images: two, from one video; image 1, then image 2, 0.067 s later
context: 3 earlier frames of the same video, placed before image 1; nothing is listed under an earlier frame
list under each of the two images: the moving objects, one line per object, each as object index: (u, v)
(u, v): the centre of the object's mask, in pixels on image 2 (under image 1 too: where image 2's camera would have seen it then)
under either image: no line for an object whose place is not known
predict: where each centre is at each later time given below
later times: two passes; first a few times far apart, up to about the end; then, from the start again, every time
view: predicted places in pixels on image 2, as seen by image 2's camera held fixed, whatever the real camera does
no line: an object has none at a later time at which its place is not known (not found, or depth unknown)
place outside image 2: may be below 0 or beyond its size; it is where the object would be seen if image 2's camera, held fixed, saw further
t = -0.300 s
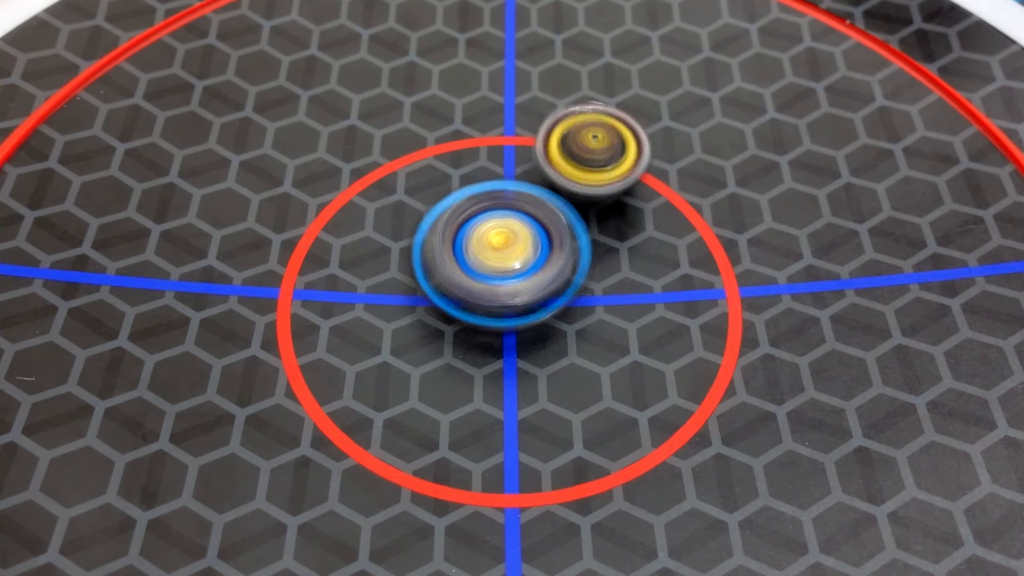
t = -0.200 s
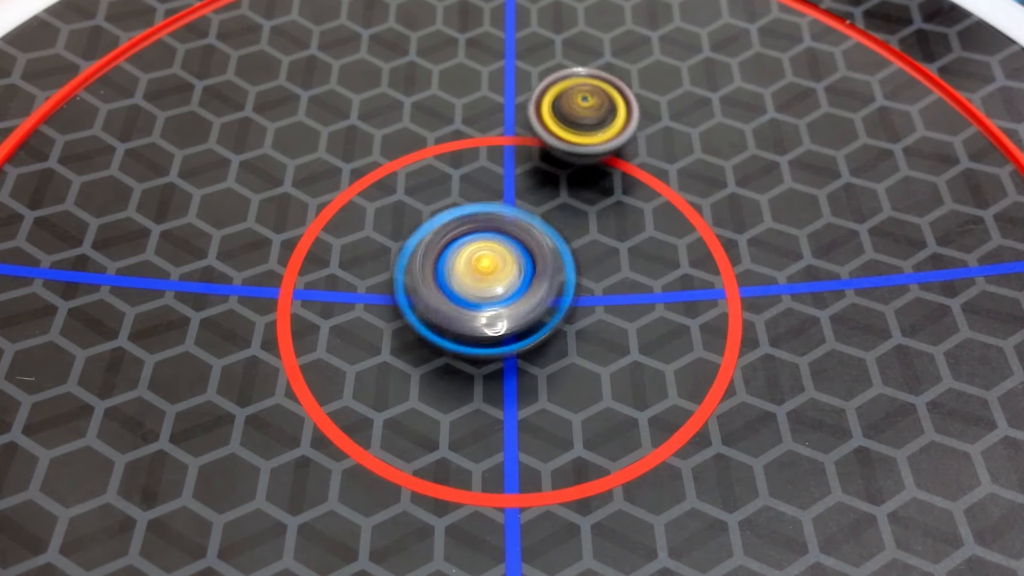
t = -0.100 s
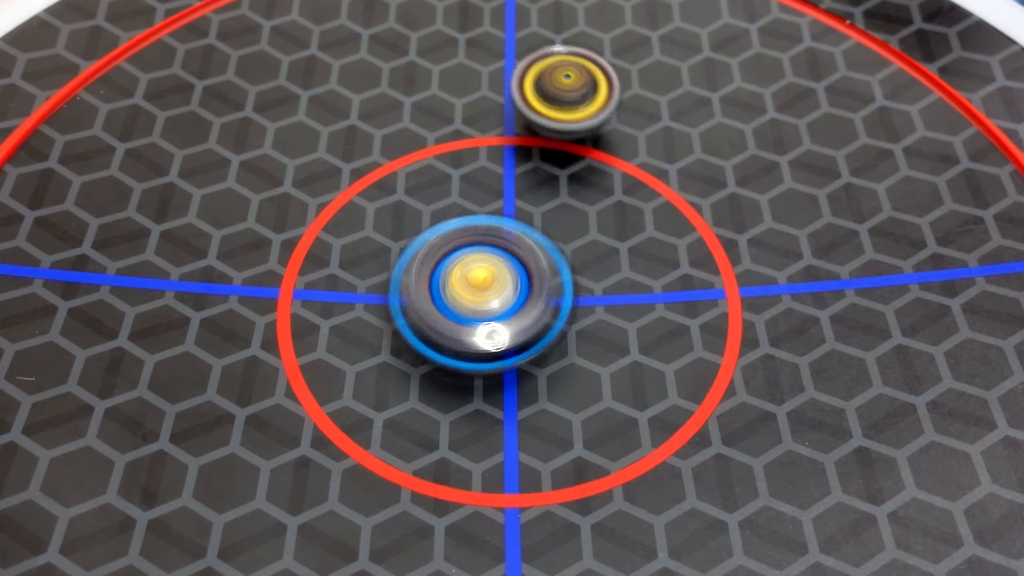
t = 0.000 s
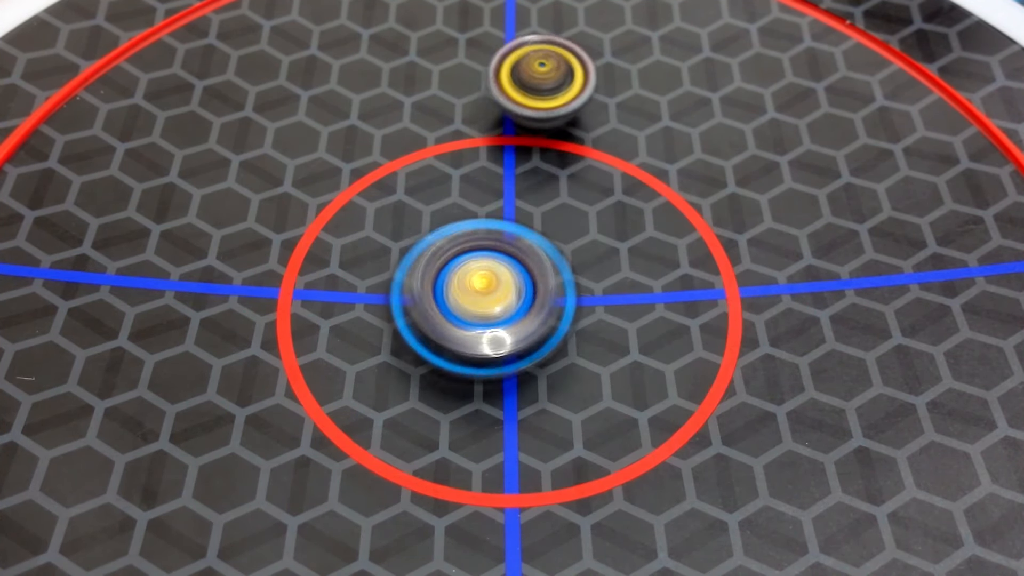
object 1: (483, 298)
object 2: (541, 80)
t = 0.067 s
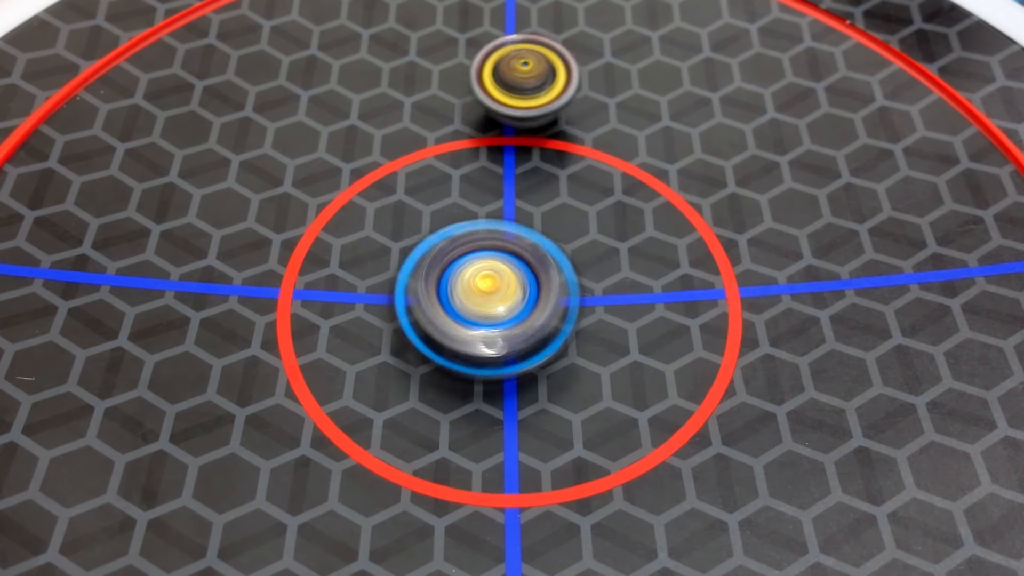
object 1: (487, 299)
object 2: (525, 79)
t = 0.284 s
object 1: (503, 291)
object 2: (491, 113)
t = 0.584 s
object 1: (544, 319)
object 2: (447, 130)
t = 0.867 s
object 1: (556, 320)
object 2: (389, 166)
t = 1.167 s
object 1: (565, 306)
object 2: (388, 225)
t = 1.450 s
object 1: (567, 296)
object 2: (409, 243)
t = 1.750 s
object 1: (574, 296)
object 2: (362, 208)
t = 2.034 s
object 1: (546, 285)
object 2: (390, 216)
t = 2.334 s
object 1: (551, 280)
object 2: (395, 224)
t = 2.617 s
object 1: (575, 273)
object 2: (352, 215)
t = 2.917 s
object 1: (562, 270)
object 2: (393, 226)
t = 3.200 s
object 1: (568, 276)
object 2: (362, 193)
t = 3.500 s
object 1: (566, 286)
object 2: (382, 185)
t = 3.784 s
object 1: (599, 302)
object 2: (282, 120)
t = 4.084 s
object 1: (568, 295)
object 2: (297, 114)
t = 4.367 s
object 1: (539, 290)
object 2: (391, 147)
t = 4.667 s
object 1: (536, 305)
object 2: (502, 134)
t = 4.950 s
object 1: (530, 298)
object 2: (567, 100)
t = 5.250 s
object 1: (523, 285)
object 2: (632, 106)
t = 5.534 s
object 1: (524, 278)
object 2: (667, 147)
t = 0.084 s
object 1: (489, 299)
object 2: (520, 80)
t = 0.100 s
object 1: (489, 298)
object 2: (517, 82)
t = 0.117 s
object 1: (492, 298)
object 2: (514, 84)
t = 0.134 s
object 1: (492, 297)
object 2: (510, 85)
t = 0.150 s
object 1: (494, 296)
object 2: (507, 87)
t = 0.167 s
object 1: (495, 296)
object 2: (505, 89)
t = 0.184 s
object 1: (496, 295)
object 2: (502, 92)
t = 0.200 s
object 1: (497, 295)
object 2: (499, 94)
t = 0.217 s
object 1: (498, 294)
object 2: (497, 97)
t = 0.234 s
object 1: (500, 293)
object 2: (496, 101)
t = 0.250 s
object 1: (501, 292)
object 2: (494, 104)
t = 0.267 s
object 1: (502, 292)
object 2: (492, 109)
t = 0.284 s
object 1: (503, 291)
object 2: (491, 113)
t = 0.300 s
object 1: (505, 290)
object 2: (490, 118)
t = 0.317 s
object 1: (505, 289)
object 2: (489, 122)
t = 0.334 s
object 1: (507, 288)
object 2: (488, 127)
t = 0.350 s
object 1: (508, 288)
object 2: (488, 132)
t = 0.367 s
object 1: (509, 286)
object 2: (487, 137)
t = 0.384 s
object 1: (510, 286)
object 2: (487, 142)
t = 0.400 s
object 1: (510, 285)
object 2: (487, 148)
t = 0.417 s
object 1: (512, 284)
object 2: (487, 154)
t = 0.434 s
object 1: (512, 285)
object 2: (488, 157)
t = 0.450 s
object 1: (514, 287)
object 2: (489, 158)
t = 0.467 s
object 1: (516, 291)
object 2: (486, 155)
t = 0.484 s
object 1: (521, 296)
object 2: (481, 149)
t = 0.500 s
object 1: (525, 302)
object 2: (475, 145)
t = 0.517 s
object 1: (530, 306)
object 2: (470, 140)
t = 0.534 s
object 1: (533, 310)
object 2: (464, 137)
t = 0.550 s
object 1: (538, 313)
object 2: (458, 134)
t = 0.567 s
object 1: (540, 317)
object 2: (452, 131)
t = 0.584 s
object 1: (544, 319)
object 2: (447, 130)
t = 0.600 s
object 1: (546, 322)
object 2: (442, 128)
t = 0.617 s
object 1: (548, 324)
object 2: (438, 127)
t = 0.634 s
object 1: (550, 326)
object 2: (433, 127)
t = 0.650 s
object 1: (551, 327)
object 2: (429, 127)
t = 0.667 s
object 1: (553, 328)
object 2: (425, 128)
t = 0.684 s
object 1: (554, 328)
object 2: (421, 128)
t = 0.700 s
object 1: (555, 329)
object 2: (417, 130)
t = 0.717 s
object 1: (555, 328)
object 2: (413, 132)
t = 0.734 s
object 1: (556, 329)
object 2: (410, 134)
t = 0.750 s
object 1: (556, 327)
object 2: (406, 137)
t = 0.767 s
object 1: (557, 328)
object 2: (403, 140)
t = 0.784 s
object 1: (556, 326)
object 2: (399, 144)
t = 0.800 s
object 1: (557, 326)
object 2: (397, 147)
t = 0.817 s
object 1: (556, 324)
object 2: (394, 152)
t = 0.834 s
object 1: (556, 323)
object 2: (392, 156)
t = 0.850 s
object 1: (556, 322)
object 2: (390, 161)
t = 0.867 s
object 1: (556, 320)
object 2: (389, 166)
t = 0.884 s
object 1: (555, 319)
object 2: (389, 171)
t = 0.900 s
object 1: (555, 317)
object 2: (389, 175)
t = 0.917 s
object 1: (553, 315)
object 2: (389, 181)
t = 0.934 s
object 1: (553, 313)
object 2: (390, 186)
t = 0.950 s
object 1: (552, 313)
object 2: (392, 190)
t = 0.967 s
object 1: (551, 310)
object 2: (393, 194)
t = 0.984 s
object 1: (550, 309)
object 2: (395, 199)
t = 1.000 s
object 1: (549, 307)
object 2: (398, 204)
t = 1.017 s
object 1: (548, 306)
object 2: (401, 210)
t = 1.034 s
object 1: (547, 304)
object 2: (404, 215)
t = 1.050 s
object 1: (546, 303)
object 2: (409, 220)
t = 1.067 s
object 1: (546, 301)
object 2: (413, 224)
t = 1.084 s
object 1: (548, 301)
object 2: (413, 225)
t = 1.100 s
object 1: (552, 302)
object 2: (407, 224)
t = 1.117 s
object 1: (556, 304)
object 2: (402, 225)
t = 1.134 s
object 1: (559, 304)
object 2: (397, 225)
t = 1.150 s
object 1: (563, 306)
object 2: (392, 225)
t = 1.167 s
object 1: (565, 306)
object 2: (388, 225)
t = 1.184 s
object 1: (568, 307)
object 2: (385, 225)
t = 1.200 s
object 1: (570, 307)
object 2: (383, 226)
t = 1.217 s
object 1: (571, 307)
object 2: (381, 226)
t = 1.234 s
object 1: (573, 306)
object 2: (380, 226)
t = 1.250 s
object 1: (574, 306)
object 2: (379, 227)
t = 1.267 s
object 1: (574, 305)
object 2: (378, 228)
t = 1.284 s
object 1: (575, 304)
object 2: (379, 229)
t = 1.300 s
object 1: (574, 304)
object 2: (379, 230)
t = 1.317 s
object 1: (574, 303)
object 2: (381, 231)
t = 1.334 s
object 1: (573, 302)
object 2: (383, 232)
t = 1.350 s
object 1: (573, 301)
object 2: (385, 234)
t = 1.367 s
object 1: (572, 301)
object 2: (389, 235)
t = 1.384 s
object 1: (571, 300)
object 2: (392, 236)
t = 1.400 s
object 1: (570, 299)
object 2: (396, 238)
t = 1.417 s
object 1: (569, 298)
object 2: (399, 240)
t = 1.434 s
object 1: (568, 297)
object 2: (404, 241)
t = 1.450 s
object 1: (567, 296)
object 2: (409, 243)
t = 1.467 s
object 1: (566, 296)
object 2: (414, 244)
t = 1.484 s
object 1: (567, 296)
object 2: (414, 244)
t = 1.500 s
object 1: (570, 297)
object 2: (410, 241)
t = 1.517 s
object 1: (573, 298)
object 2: (406, 238)
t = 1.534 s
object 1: (574, 299)
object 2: (402, 236)
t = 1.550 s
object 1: (577, 299)
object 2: (398, 233)
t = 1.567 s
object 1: (577, 299)
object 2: (395, 231)
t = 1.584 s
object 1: (579, 299)
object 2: (391, 228)
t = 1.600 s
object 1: (578, 299)
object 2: (387, 226)
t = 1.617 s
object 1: (579, 299)
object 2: (384, 223)
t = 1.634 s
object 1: (579, 299)
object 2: (380, 221)
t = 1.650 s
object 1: (579, 299)
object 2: (377, 218)
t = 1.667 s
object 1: (578, 299)
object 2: (374, 216)
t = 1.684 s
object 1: (579, 298)
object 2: (371, 214)
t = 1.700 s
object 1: (577, 298)
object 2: (368, 213)
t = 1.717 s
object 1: (577, 297)
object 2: (366, 211)
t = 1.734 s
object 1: (575, 297)
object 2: (364, 209)
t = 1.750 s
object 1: (574, 296)
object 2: (362, 208)
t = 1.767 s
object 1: (573, 296)
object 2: (361, 207)
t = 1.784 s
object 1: (571, 294)
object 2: (359, 206)
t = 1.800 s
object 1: (570, 294)
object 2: (358, 205)
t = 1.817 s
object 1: (568, 293)
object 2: (357, 205)
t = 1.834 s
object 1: (566, 293)
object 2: (357, 204)
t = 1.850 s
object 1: (565, 292)
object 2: (357, 204)
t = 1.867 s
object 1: (563, 291)
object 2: (358, 204)
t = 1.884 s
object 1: (562, 290)
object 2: (360, 205)
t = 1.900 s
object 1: (559, 289)
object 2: (362, 205)
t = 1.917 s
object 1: (558, 288)
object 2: (363, 206)
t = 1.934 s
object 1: (556, 288)
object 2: (366, 207)
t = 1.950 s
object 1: (555, 287)
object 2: (369, 208)
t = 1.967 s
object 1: (553, 287)
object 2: (373, 209)
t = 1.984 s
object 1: (551, 286)
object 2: (377, 210)
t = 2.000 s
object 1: (549, 286)
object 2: (381, 212)
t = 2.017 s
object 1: (548, 285)
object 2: (386, 215)
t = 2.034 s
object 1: (546, 285)
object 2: (390, 216)
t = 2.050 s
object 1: (545, 284)
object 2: (395, 218)
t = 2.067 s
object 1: (544, 285)
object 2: (399, 219)
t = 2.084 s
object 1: (547, 283)
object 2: (398, 219)
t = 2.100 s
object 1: (548, 284)
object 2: (395, 219)
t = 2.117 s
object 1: (549, 284)
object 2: (394, 219)
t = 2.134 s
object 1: (550, 285)
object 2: (391, 219)
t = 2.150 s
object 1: (551, 284)
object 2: (389, 218)
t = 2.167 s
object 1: (552, 285)
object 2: (388, 219)
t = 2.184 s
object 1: (553, 284)
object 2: (387, 218)
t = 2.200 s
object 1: (553, 285)
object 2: (386, 218)
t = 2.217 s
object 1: (554, 284)
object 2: (385, 218)
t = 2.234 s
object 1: (553, 284)
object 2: (386, 219)
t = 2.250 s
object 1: (554, 283)
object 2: (386, 219)
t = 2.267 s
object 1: (553, 282)
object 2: (387, 220)
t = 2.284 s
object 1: (553, 282)
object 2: (388, 221)
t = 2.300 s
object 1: (552, 282)
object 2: (390, 222)
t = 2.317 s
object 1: (552, 281)
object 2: (392, 223)
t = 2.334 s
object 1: (551, 280)
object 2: (395, 224)
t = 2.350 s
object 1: (551, 280)
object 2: (399, 225)
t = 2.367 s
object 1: (550, 280)
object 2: (401, 226)
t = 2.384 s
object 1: (551, 279)
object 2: (403, 226)
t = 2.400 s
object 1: (553, 279)
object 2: (401, 225)
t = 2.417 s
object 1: (558, 279)
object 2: (394, 225)
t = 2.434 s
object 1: (561, 278)
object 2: (388, 225)
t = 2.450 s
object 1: (564, 278)
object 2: (383, 223)
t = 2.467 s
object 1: (567, 277)
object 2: (378, 222)
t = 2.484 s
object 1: (569, 277)
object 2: (373, 221)
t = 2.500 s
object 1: (571, 276)
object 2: (370, 220)
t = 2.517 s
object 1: (572, 276)
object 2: (365, 219)
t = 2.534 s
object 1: (573, 275)
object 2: (363, 218)
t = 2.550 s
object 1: (574, 275)
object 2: (359, 218)
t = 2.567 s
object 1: (574, 274)
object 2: (356, 216)
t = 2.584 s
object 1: (575, 274)
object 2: (354, 216)
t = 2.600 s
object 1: (575, 273)
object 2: (352, 216)
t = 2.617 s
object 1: (575, 273)
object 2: (352, 215)
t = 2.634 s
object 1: (575, 272)
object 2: (351, 215)
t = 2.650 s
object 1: (574, 272)
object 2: (351, 215)
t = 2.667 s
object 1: (574, 271)
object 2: (351, 215)
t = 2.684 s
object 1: (572, 271)
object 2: (352, 216)
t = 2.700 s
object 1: (572, 270)
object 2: (354, 216)
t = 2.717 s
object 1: (570, 270)
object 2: (356, 217)
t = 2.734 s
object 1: (569, 269)
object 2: (359, 218)
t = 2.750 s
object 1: (567, 270)
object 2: (362, 219)
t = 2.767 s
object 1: (567, 269)
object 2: (366, 220)
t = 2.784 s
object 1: (565, 268)
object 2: (370, 222)
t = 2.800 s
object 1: (564, 268)
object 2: (374, 223)
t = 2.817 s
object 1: (562, 268)
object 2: (380, 224)
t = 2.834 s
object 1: (561, 268)
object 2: (385, 226)
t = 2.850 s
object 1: (558, 267)
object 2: (390, 227)
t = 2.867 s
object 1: (558, 268)
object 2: (396, 229)
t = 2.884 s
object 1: (556, 268)
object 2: (400, 230)
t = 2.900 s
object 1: (560, 269)
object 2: (399, 228)
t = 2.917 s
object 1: (562, 270)
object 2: (393, 226)
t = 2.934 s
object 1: (565, 271)
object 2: (390, 224)
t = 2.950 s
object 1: (567, 272)
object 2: (386, 221)
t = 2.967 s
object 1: (569, 273)
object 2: (382, 219)
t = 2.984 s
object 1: (571, 273)
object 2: (379, 216)
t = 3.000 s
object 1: (572, 275)
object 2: (376, 214)
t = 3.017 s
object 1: (573, 274)
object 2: (373, 212)
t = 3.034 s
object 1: (573, 275)
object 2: (370, 209)
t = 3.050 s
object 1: (574, 275)
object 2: (368, 207)
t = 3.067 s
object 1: (573, 276)
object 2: (366, 205)
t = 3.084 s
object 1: (574, 275)
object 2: (365, 203)
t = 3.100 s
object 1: (573, 276)
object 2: (364, 201)
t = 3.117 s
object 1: (573, 276)
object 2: (362, 199)
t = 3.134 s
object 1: (572, 276)
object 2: (362, 197)
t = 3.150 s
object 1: (571, 276)
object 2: (362, 196)
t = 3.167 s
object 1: (570, 276)
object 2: (362, 195)
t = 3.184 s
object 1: (569, 276)
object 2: (362, 194)
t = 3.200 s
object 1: (568, 276)
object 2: (362, 193)
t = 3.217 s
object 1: (567, 276)
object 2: (364, 193)
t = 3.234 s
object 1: (565, 276)
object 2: (365, 192)
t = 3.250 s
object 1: (564, 276)
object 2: (367, 192)
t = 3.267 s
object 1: (562, 276)
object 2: (369, 192)
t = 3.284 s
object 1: (561, 276)
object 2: (371, 192)
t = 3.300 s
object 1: (559, 276)
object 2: (375, 193)
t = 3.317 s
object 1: (558, 276)
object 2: (379, 194)
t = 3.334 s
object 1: (556, 276)
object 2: (382, 194)
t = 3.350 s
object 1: (554, 276)
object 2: (385, 195)
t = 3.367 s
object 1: (553, 276)
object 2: (389, 196)
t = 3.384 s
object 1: (551, 275)
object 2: (393, 197)
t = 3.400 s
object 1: (550, 275)
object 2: (397, 199)
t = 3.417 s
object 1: (548, 275)
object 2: (402, 200)
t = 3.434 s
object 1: (547, 275)
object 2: (407, 201)
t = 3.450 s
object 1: (546, 275)
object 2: (411, 202)
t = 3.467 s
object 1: (552, 279)
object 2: (405, 196)
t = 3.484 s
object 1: (558, 282)
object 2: (393, 192)
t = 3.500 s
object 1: (566, 286)
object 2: (382, 185)
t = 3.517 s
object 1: (570, 288)
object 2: (371, 179)
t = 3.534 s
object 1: (577, 291)
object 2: (361, 173)
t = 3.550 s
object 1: (581, 293)
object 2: (352, 168)
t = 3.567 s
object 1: (586, 296)
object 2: (343, 164)
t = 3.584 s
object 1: (590, 297)
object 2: (336, 160)
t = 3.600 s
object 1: (593, 298)
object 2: (329, 156)
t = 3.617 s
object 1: (597, 299)
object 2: (322, 151)
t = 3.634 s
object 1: (598, 300)
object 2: (317, 148)
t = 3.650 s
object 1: (600, 301)
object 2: (311, 145)
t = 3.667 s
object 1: (601, 301)
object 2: (306, 142)
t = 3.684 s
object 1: (602, 302)
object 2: (301, 137)
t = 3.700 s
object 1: (602, 302)
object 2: (298, 134)
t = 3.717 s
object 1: (602, 302)
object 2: (294, 132)
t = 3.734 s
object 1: (602, 303)
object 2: (290, 128)
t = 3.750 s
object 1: (602, 303)
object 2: (287, 125)
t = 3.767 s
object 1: (601, 302)
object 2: (284, 122)
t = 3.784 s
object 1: (599, 302)
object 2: (282, 120)
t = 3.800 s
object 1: (599, 302)
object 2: (280, 118)
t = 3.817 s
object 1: (596, 302)
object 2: (278, 116)
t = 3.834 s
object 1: (595, 301)
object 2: (277, 114)
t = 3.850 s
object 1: (593, 300)
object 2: (276, 112)
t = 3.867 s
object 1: (592, 300)
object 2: (274, 110)
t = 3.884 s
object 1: (590, 300)
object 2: (273, 109)
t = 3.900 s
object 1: (588, 299)
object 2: (274, 107)
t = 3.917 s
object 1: (586, 299)
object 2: (274, 106)
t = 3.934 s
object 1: (585, 299)
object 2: (275, 106)
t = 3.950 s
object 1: (582, 298)
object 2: (276, 106)
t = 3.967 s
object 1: (580, 298)
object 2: (277, 106)
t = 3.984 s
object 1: (579, 297)
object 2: (279, 106)
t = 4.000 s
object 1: (576, 297)
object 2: (281, 107)
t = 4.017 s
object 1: (575, 297)
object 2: (284, 108)
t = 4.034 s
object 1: (573, 296)
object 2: (287, 109)
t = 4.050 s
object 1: (571, 296)
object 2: (290, 110)
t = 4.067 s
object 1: (569, 295)
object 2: (293, 113)
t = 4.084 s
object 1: (568, 295)
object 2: (297, 114)
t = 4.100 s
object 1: (565, 294)
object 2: (300, 116)
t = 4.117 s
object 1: (564, 295)
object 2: (304, 118)
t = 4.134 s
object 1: (562, 293)
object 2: (308, 120)
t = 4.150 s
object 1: (560, 294)
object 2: (312, 121)
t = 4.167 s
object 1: (558, 293)
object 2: (317, 124)
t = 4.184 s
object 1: (556, 293)
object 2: (322, 126)
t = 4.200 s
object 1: (555, 292)
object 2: (326, 129)
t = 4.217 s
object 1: (552, 292)
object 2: (332, 130)
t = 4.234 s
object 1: (551, 292)
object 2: (338, 132)
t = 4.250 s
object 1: (549, 291)
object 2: (343, 133)
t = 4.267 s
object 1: (548, 291)
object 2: (350, 135)
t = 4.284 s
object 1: (546, 290)
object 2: (356, 137)
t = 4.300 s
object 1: (545, 291)
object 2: (363, 139)
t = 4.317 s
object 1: (543, 290)
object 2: (369, 141)
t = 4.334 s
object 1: (542, 290)
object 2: (377, 143)
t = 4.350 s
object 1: (541, 289)
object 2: (384, 145)
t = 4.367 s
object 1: (539, 290)
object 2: (391, 147)
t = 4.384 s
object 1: (538, 289)
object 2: (398, 149)
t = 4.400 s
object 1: (536, 289)
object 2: (406, 151)
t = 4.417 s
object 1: (536, 289)
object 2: (415, 153)
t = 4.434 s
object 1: (534, 289)
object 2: (422, 155)
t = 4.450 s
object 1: (533, 289)
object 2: (430, 158)
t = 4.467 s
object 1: (532, 288)
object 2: (439, 160)
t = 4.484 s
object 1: (531, 288)
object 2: (447, 163)
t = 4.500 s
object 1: (530, 287)
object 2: (454, 164)
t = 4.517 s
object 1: (529, 288)
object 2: (463, 166)
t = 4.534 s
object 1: (531, 289)
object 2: (469, 165)
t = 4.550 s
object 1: (531, 292)
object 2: (474, 162)
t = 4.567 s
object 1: (533, 295)
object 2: (478, 158)
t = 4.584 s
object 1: (533, 298)
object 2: (482, 154)
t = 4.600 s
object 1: (534, 300)
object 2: (486, 149)
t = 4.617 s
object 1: (534, 301)
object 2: (490, 145)
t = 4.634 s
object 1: (535, 304)
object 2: (495, 142)
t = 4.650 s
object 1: (536, 304)
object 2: (498, 138)
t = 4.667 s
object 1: (536, 305)
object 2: (502, 134)
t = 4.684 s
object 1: (537, 305)
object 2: (506, 132)
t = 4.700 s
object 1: (537, 306)
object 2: (510, 129)
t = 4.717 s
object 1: (537, 306)
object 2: (513, 126)
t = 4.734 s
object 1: (536, 306)
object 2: (517, 123)
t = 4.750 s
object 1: (536, 306)
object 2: (521, 121)
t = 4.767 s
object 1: (536, 305)
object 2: (525, 118)
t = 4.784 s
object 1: (535, 305)
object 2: (528, 116)
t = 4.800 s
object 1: (535, 304)
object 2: (532, 114)
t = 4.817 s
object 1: (534, 304)
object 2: (537, 112)
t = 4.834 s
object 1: (534, 303)
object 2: (540, 110)
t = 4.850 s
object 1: (533, 302)
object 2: (543, 108)
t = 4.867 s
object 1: (534, 302)
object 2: (548, 107)
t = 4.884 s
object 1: (532, 301)
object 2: (552, 105)
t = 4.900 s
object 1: (532, 300)
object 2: (555, 104)
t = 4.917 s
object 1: (531, 299)
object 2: (560, 102)
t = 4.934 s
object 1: (530, 299)
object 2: (564, 101)
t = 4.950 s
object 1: (530, 298)
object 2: (567, 100)
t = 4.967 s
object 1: (529, 297)
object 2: (571, 99)
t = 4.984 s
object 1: (529, 296)
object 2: (575, 98)
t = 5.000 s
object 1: (527, 295)
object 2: (579, 98)
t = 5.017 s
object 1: (528, 295)
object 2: (583, 97)
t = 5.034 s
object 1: (526, 294)
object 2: (587, 97)
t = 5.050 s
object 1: (526, 294)
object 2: (591, 97)
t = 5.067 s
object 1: (525, 292)
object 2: (594, 97)
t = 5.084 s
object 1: (525, 292)
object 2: (598, 98)
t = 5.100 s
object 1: (525, 291)
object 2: (602, 98)
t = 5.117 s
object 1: (524, 290)
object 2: (605, 98)
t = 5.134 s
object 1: (524, 290)
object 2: (609, 99)
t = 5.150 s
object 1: (523, 289)
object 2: (612, 99)
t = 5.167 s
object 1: (523, 289)
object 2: (616, 100)
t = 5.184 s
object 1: (523, 288)
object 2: (619, 101)
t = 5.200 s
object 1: (523, 288)
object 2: (623, 102)
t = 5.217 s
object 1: (523, 286)
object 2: (626, 103)
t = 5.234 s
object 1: (522, 286)
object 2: (629, 104)
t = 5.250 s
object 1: (523, 285)
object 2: (632, 106)
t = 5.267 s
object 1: (522, 285)
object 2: (636, 107)
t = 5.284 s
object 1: (522, 285)
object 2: (639, 109)
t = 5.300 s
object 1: (522, 284)
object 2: (641, 111)
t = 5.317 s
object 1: (522, 284)
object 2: (644, 112)
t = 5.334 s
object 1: (522, 283)
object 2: (647, 114)
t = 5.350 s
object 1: (522, 283)
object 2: (649, 117)
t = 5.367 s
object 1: (523, 282)
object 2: (652, 119)
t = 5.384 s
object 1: (522, 282)
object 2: (654, 121)
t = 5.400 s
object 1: (523, 281)
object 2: (656, 123)
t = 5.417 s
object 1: (523, 280)
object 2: (658, 126)
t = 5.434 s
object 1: (523, 281)
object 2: (660, 128)
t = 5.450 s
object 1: (523, 280)
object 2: (661, 131)
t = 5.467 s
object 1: (523, 280)
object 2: (662, 134)
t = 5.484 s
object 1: (524, 279)
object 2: (664, 137)
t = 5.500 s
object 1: (524, 279)
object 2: (665, 140)
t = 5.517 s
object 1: (524, 278)
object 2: (665, 143)
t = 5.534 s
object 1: (524, 278)
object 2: (667, 147)
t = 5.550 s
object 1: (525, 278)
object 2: (667, 150)
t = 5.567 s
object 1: (525, 277)
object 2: (667, 154)
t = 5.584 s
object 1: (525, 277)
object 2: (668, 158)
